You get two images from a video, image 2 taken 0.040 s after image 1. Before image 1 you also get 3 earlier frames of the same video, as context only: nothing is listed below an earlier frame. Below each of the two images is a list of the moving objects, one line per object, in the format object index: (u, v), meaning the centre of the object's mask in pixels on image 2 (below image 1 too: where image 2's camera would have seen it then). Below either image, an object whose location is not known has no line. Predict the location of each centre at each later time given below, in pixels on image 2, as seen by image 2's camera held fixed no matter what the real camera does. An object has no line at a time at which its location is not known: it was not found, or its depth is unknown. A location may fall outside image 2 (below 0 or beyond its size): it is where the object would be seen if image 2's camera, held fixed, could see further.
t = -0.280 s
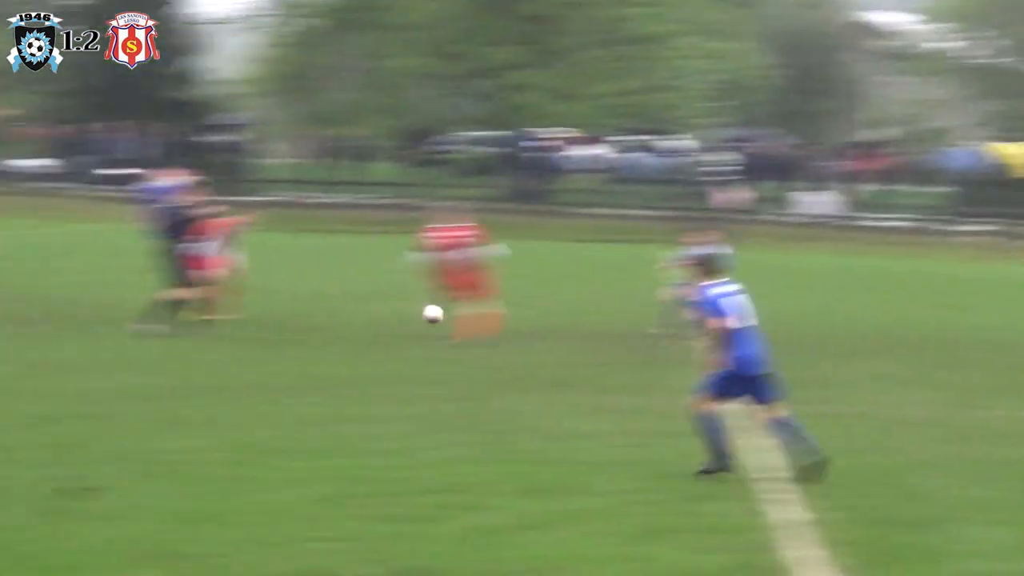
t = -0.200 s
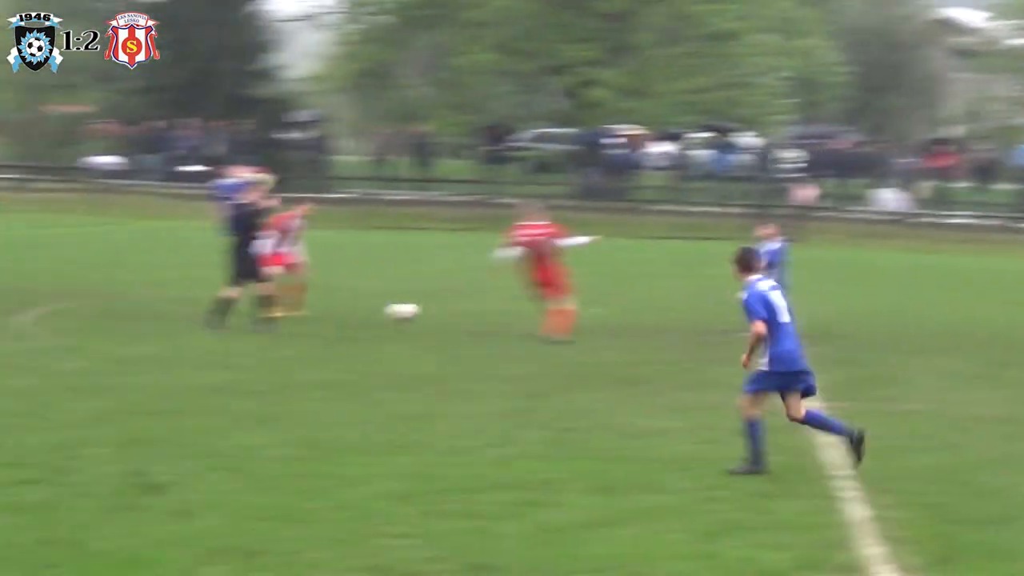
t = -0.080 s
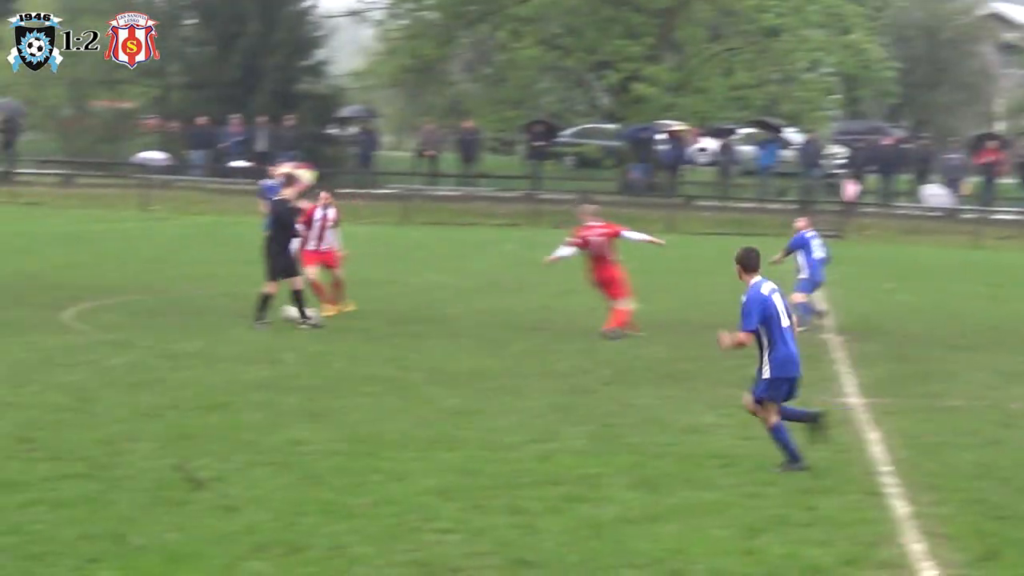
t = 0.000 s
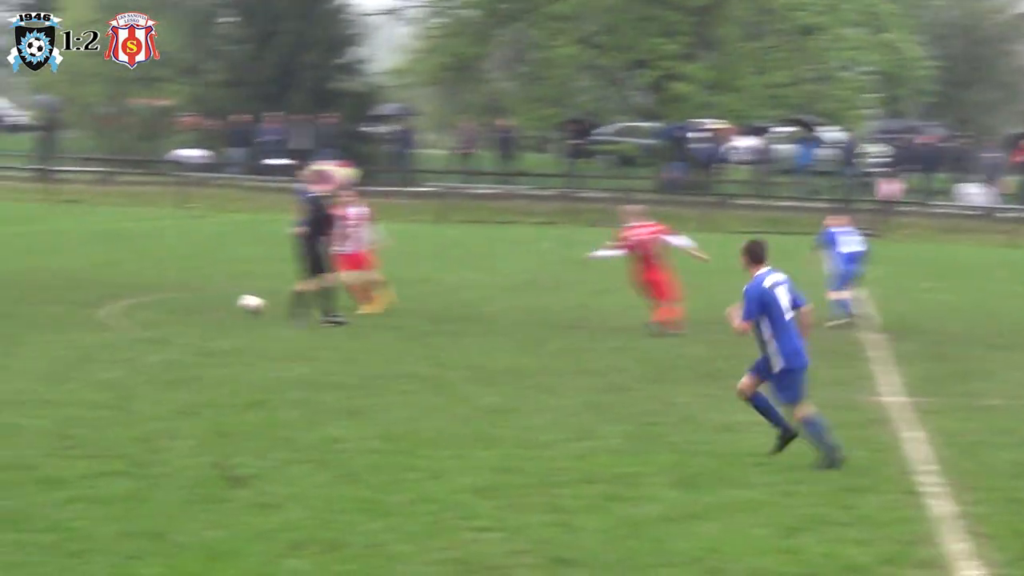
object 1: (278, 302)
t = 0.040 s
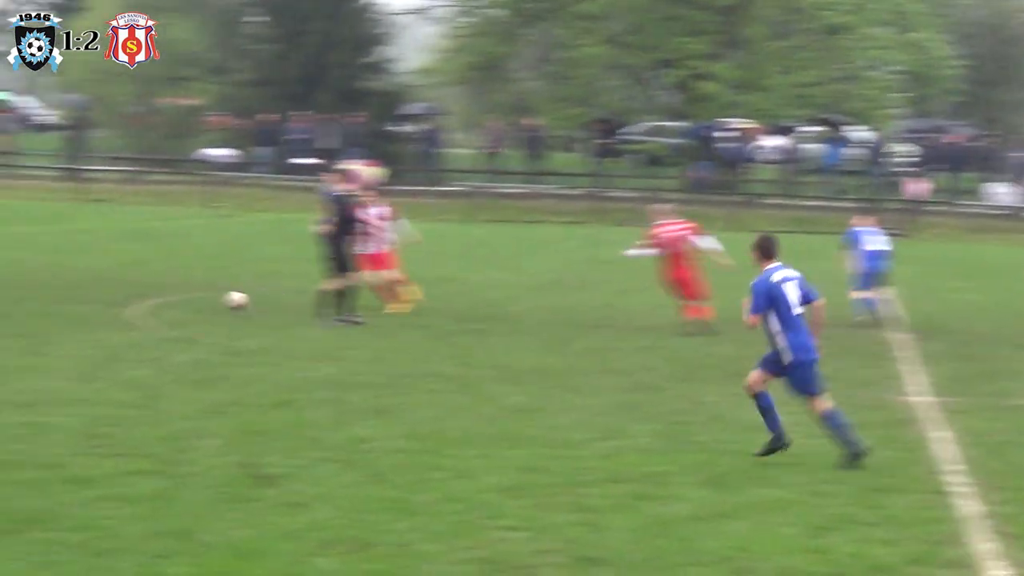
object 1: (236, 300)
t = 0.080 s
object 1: (194, 299)
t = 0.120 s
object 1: (154, 300)
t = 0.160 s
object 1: (116, 301)
